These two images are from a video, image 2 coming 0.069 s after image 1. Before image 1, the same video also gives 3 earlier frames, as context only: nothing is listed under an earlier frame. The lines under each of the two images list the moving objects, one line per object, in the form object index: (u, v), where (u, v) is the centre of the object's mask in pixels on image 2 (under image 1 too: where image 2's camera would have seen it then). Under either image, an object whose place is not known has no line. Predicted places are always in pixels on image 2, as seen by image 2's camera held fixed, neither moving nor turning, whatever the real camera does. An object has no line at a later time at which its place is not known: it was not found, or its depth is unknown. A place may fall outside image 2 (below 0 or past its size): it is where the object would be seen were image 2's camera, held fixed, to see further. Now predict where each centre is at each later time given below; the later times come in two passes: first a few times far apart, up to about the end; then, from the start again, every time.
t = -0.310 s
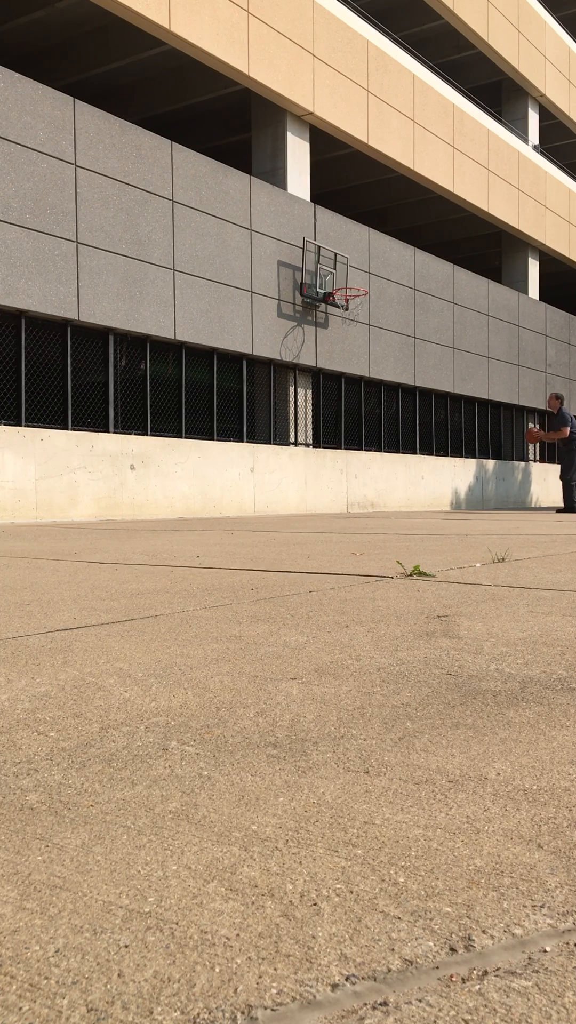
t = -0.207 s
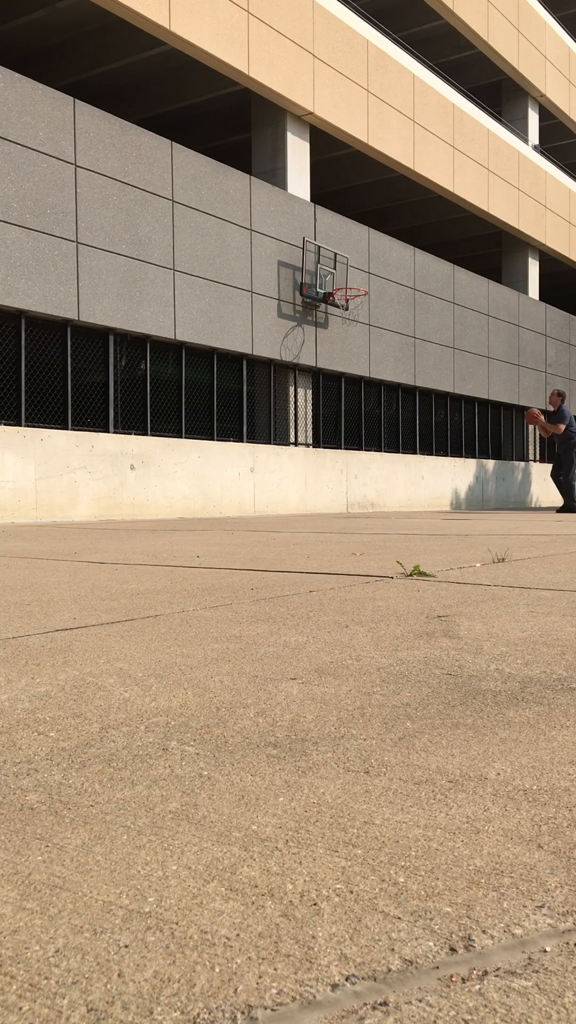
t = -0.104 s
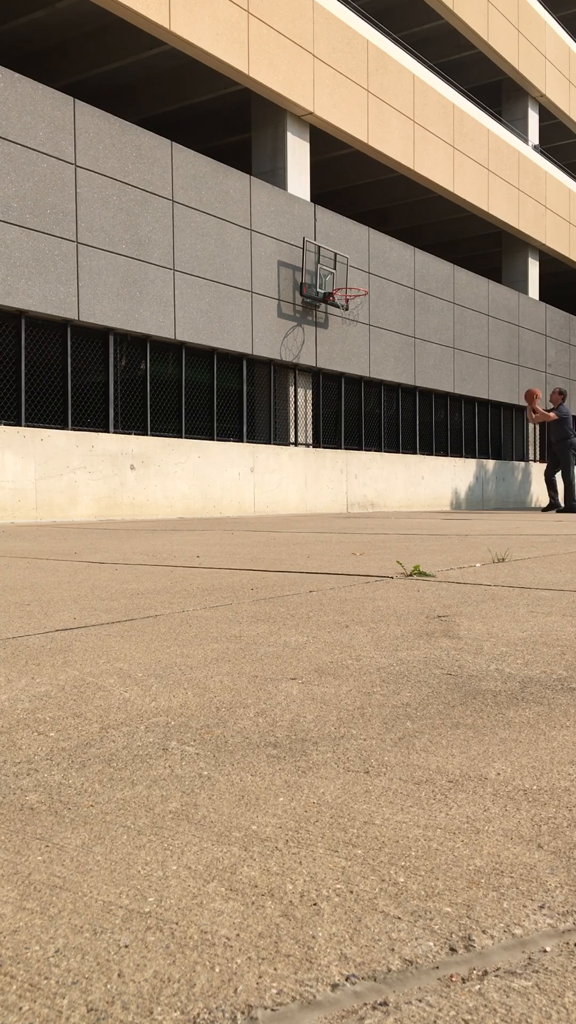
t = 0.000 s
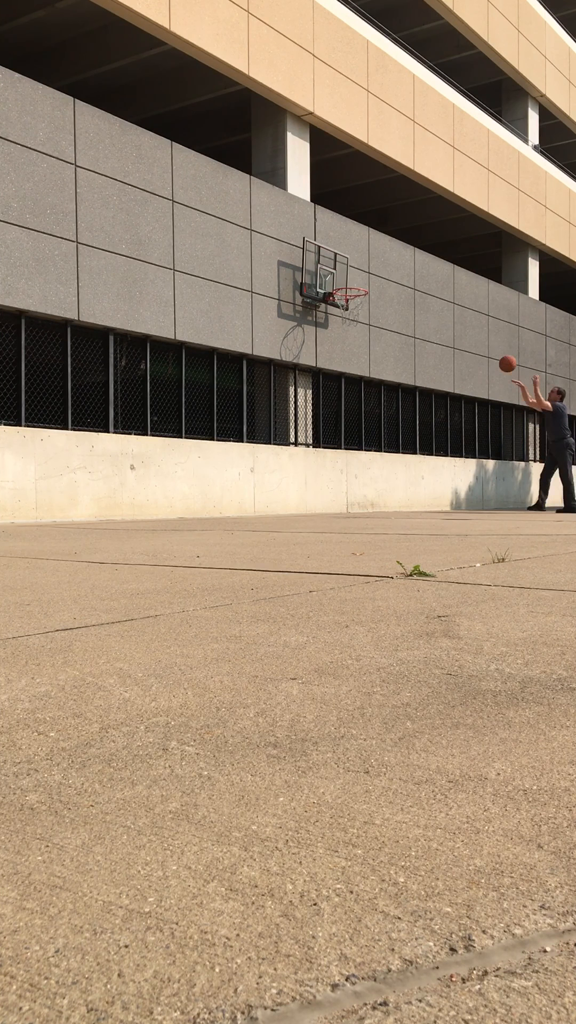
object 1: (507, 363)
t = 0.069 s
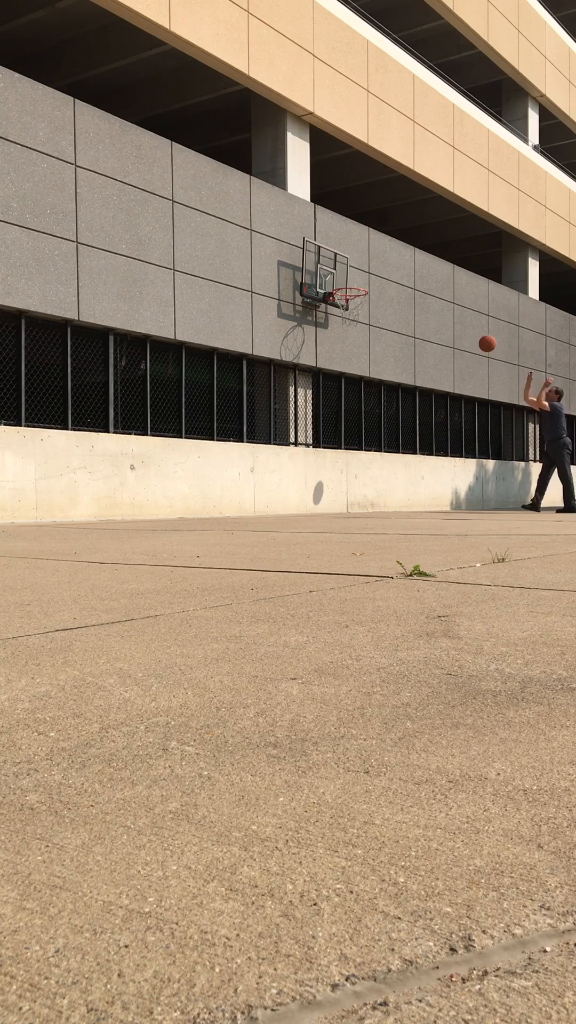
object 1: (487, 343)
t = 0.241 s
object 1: (436, 306)
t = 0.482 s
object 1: (366, 286)
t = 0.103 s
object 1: (477, 334)
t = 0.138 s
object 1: (467, 326)
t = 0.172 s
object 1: (457, 319)
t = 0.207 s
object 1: (447, 312)
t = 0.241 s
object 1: (436, 306)
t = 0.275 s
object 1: (426, 301)
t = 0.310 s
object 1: (416, 296)
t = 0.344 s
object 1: (406, 293)
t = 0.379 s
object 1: (396, 290)
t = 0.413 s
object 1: (386, 288)
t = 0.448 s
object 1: (376, 287)
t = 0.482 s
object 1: (366, 286)
